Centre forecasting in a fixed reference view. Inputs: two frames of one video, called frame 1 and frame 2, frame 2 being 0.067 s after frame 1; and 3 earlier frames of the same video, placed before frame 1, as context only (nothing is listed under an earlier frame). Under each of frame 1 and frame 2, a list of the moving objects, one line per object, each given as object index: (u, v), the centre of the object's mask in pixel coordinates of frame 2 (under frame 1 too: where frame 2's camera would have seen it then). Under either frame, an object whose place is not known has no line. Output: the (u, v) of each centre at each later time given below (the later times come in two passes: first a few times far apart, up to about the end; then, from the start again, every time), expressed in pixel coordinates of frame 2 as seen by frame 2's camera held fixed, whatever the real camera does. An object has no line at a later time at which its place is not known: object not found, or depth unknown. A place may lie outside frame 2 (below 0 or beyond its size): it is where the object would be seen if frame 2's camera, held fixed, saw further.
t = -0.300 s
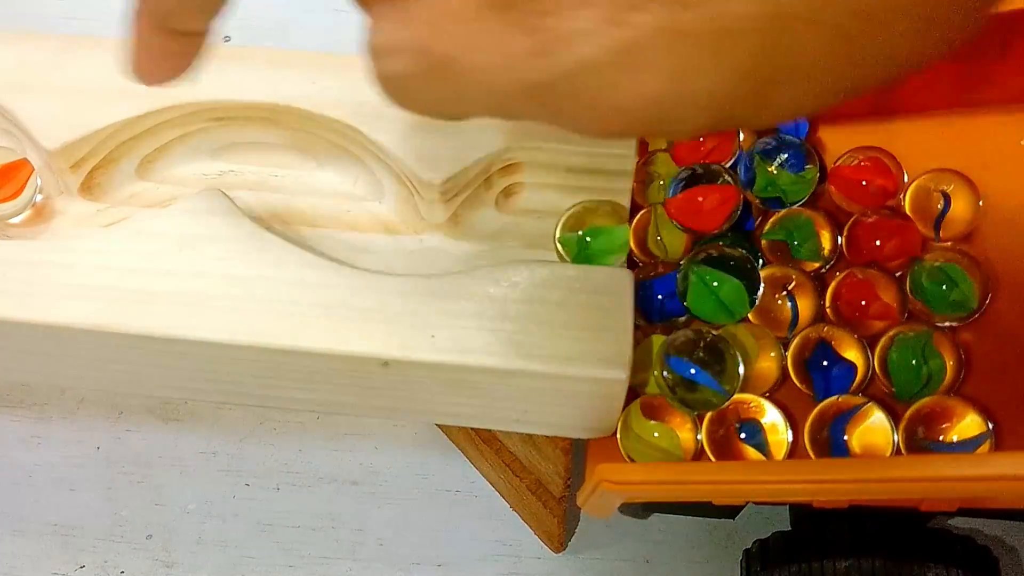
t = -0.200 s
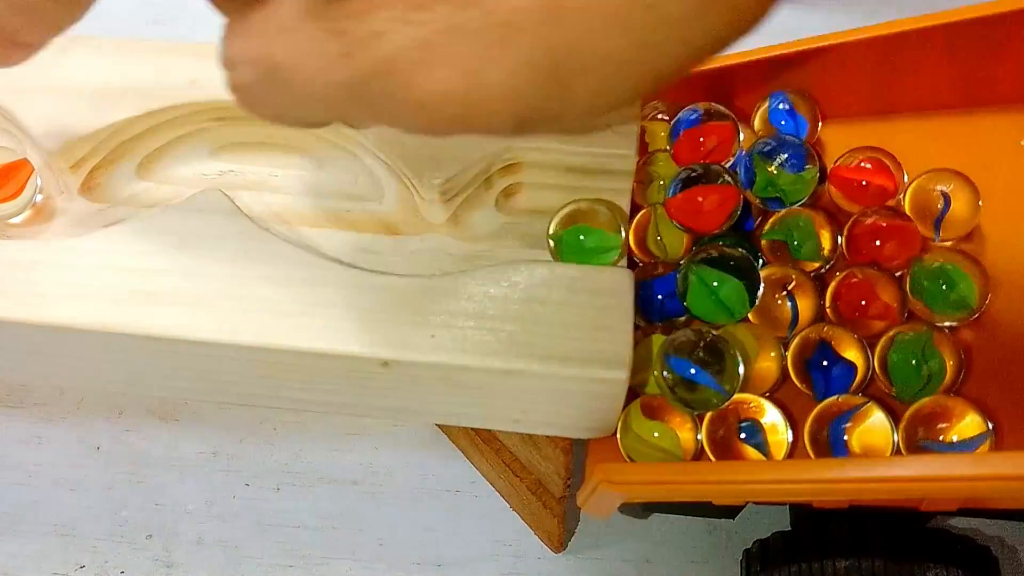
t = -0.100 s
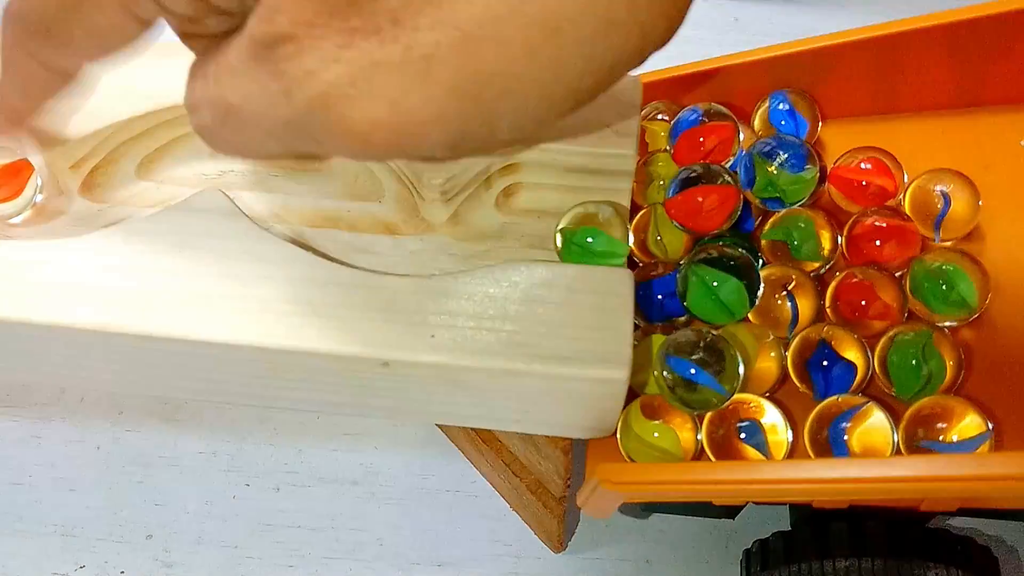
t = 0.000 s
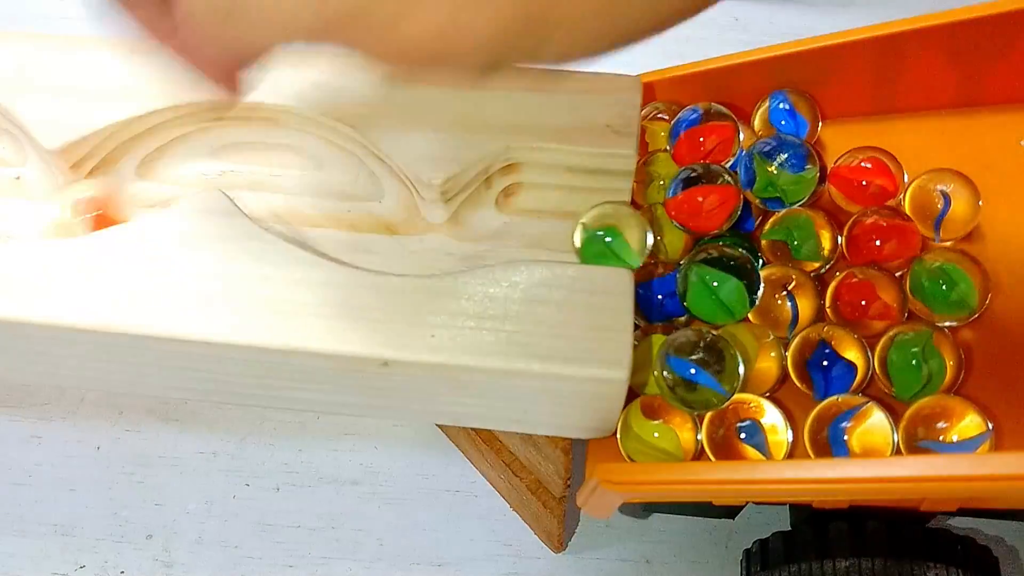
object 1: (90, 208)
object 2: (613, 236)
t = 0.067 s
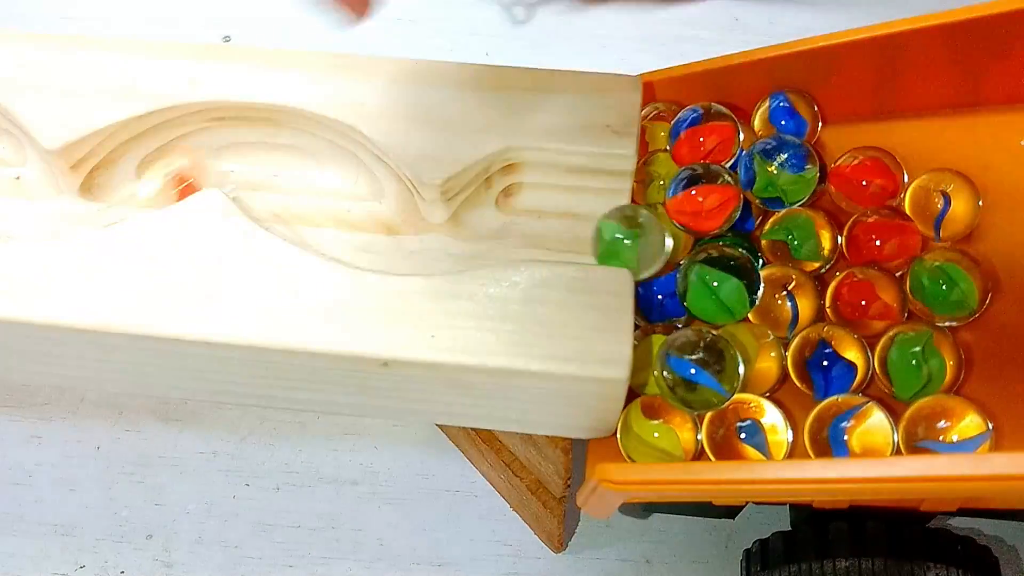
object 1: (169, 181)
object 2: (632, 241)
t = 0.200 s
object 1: (282, 176)
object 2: (637, 230)
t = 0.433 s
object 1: (422, 247)
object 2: (640, 234)
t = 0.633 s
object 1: (565, 236)
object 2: (639, 235)
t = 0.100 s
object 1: (221, 162)
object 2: (638, 240)
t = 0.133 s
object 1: (253, 150)
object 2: (635, 236)
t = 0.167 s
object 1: (264, 161)
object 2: (635, 232)
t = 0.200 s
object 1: (282, 176)
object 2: (637, 230)
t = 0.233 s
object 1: (298, 186)
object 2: (640, 234)
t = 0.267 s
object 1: (315, 198)
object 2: (639, 234)
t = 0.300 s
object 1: (334, 212)
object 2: (640, 234)
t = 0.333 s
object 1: (355, 228)
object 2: (640, 234)
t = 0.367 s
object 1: (378, 240)
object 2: (640, 234)
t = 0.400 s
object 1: (401, 249)
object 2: (640, 234)
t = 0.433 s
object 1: (422, 247)
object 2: (640, 234)
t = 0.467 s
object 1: (444, 244)
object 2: (640, 234)
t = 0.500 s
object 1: (467, 242)
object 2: (640, 234)
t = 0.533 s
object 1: (492, 238)
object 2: (640, 234)
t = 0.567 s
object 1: (520, 236)
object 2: (640, 234)
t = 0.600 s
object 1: (551, 235)
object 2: (640, 235)
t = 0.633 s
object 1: (565, 236)
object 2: (639, 235)
